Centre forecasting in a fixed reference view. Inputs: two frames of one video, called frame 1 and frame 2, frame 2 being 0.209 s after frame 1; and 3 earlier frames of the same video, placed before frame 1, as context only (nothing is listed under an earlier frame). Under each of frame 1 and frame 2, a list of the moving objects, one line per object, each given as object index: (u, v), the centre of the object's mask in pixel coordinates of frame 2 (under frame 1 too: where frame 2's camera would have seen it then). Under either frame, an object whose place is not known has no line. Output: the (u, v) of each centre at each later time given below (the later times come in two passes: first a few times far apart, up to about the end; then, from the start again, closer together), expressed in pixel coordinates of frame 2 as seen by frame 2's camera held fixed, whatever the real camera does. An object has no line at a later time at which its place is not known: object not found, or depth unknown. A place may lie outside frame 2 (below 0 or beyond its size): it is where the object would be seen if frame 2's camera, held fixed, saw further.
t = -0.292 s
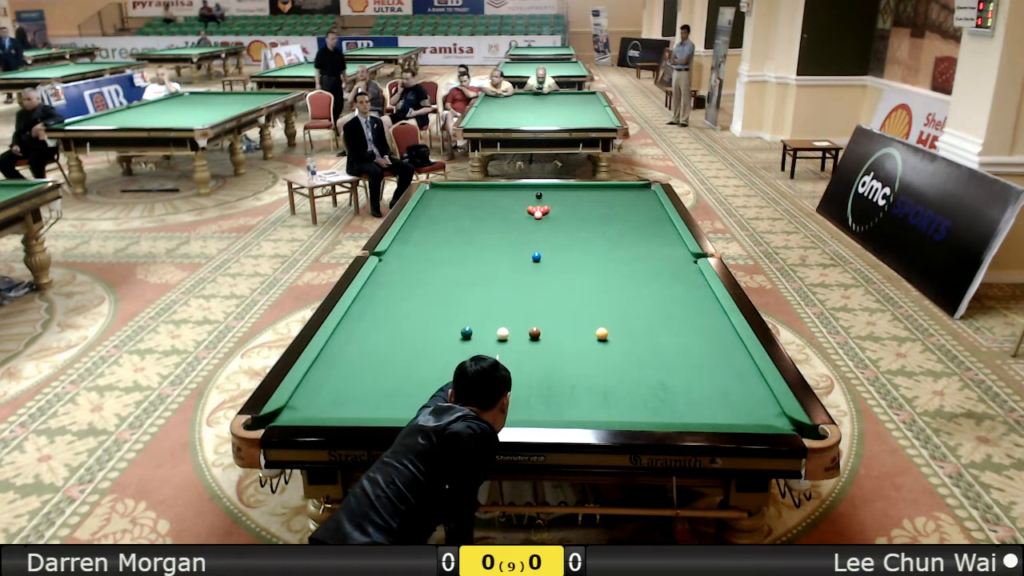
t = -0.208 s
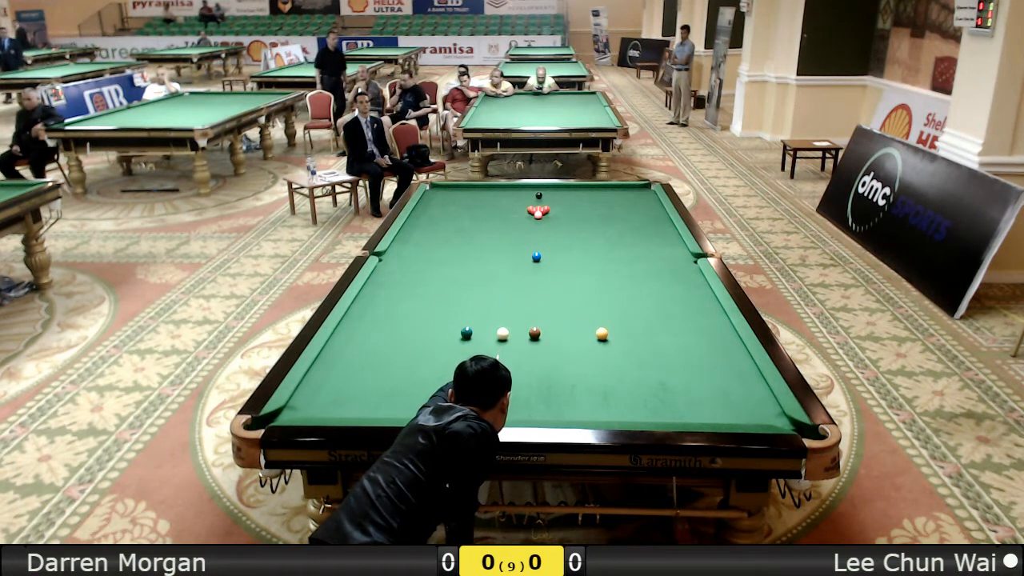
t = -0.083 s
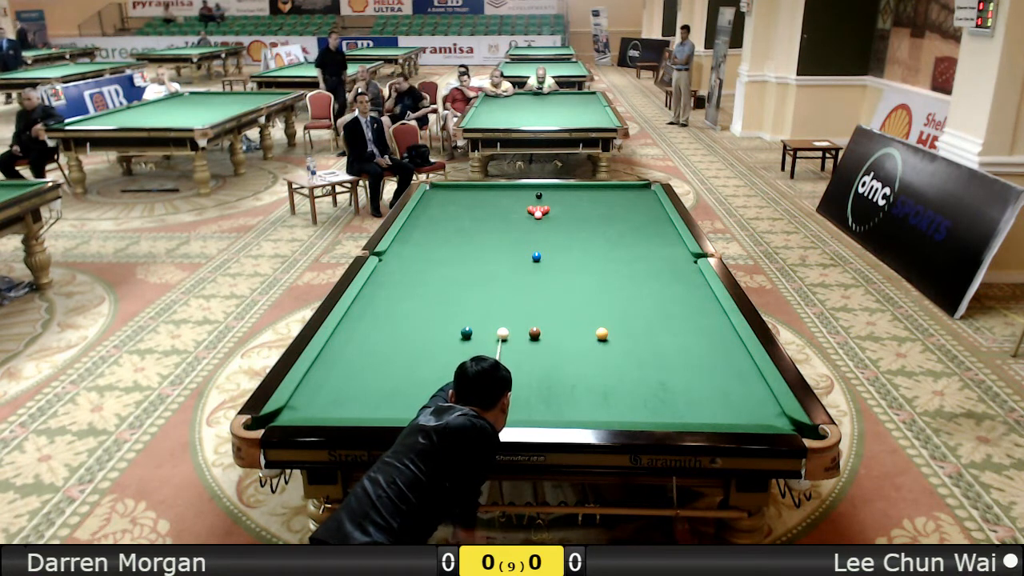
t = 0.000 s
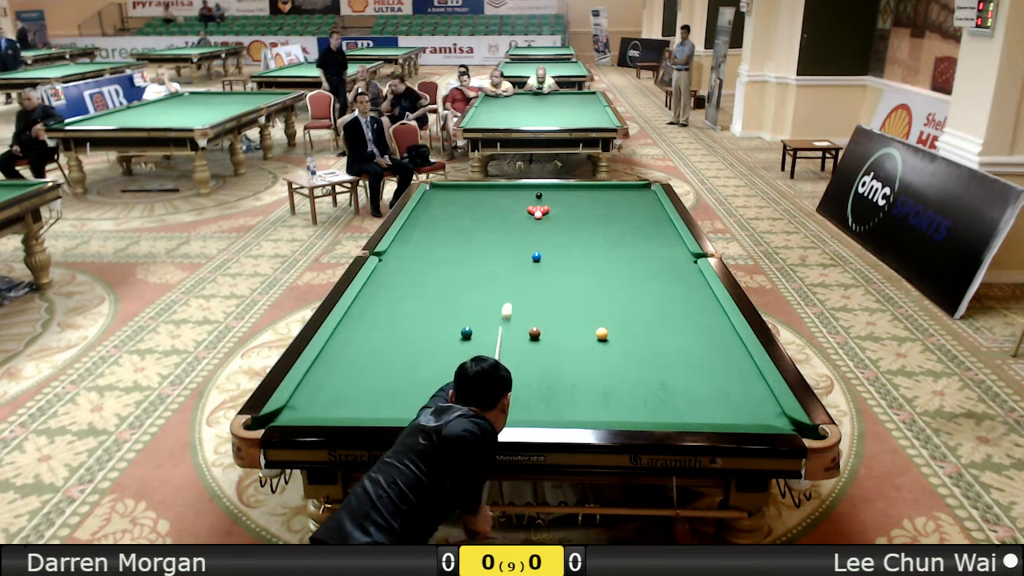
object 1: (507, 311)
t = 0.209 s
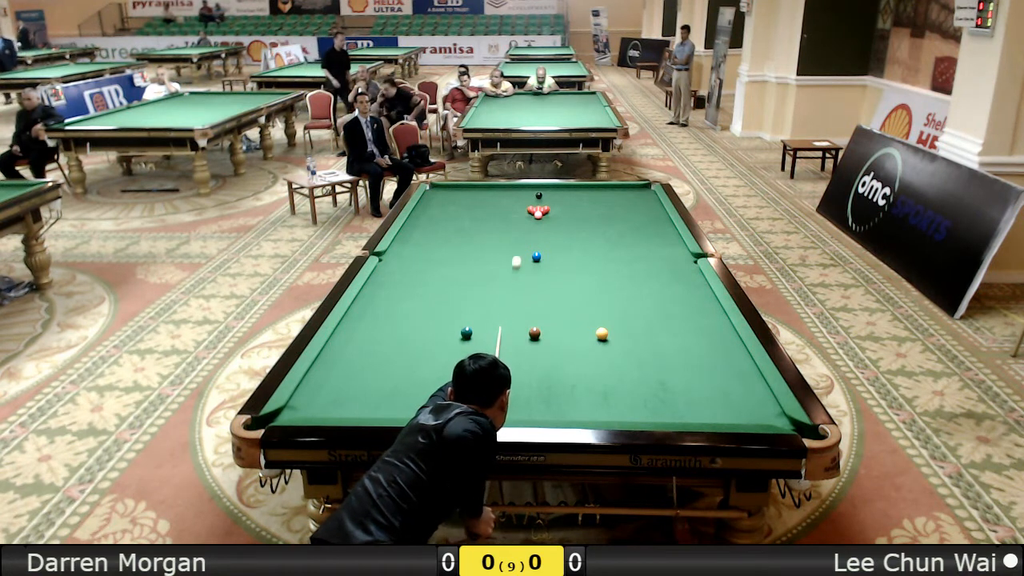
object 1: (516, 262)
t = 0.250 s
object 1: (517, 255)
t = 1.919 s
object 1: (453, 200)
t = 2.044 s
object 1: (460, 203)
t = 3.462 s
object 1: (552, 241)
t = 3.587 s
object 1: (562, 244)
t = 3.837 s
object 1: (582, 253)
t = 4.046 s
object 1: (598, 260)
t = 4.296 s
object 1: (617, 268)
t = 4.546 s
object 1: (638, 276)
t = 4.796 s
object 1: (659, 284)
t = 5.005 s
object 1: (676, 292)
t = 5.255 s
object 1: (698, 301)
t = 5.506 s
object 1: (717, 310)
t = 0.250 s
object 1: (517, 255)
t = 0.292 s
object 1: (519, 248)
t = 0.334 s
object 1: (520, 242)
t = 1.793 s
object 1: (445, 197)
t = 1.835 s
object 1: (448, 198)
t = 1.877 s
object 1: (450, 199)
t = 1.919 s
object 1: (453, 200)
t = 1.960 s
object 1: (455, 201)
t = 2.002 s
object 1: (458, 202)
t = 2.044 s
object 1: (460, 203)
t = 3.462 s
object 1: (552, 241)
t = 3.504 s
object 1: (555, 242)
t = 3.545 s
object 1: (559, 243)
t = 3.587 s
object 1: (562, 244)
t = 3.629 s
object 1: (565, 246)
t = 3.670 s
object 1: (568, 247)
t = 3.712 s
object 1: (572, 249)
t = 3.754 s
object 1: (575, 250)
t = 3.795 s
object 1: (579, 252)
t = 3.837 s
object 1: (582, 253)
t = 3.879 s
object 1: (585, 254)
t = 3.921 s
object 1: (588, 256)
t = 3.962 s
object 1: (591, 257)
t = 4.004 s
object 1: (594, 258)
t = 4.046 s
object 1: (598, 260)
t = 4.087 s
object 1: (601, 261)
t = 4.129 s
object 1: (604, 262)
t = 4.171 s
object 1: (608, 264)
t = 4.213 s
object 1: (611, 265)
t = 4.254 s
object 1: (614, 266)
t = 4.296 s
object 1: (617, 268)
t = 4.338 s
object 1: (621, 269)
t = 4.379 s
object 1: (624, 271)
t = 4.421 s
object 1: (628, 272)
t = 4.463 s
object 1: (631, 273)
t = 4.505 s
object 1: (634, 275)
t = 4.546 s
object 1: (638, 276)
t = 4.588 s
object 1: (641, 278)
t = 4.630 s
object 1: (645, 279)
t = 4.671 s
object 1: (648, 280)
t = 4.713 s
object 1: (652, 282)
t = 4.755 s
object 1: (655, 283)
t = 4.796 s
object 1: (659, 284)
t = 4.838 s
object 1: (662, 286)
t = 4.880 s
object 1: (666, 287)
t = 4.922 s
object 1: (669, 289)
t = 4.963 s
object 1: (673, 290)
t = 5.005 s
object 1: (676, 292)
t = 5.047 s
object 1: (680, 293)
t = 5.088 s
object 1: (684, 295)
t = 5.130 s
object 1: (687, 296)
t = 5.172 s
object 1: (691, 298)
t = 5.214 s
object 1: (694, 299)
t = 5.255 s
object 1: (698, 301)
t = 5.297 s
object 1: (701, 302)
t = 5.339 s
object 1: (705, 304)
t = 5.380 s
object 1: (709, 306)
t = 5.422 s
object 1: (713, 307)
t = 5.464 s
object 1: (716, 309)
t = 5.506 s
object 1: (717, 310)
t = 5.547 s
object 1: (716, 311)
